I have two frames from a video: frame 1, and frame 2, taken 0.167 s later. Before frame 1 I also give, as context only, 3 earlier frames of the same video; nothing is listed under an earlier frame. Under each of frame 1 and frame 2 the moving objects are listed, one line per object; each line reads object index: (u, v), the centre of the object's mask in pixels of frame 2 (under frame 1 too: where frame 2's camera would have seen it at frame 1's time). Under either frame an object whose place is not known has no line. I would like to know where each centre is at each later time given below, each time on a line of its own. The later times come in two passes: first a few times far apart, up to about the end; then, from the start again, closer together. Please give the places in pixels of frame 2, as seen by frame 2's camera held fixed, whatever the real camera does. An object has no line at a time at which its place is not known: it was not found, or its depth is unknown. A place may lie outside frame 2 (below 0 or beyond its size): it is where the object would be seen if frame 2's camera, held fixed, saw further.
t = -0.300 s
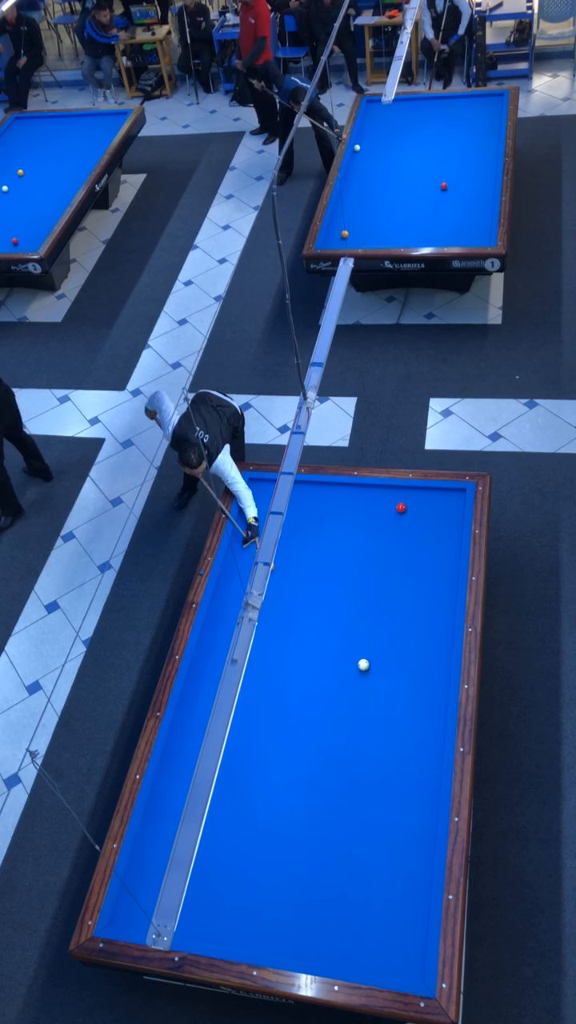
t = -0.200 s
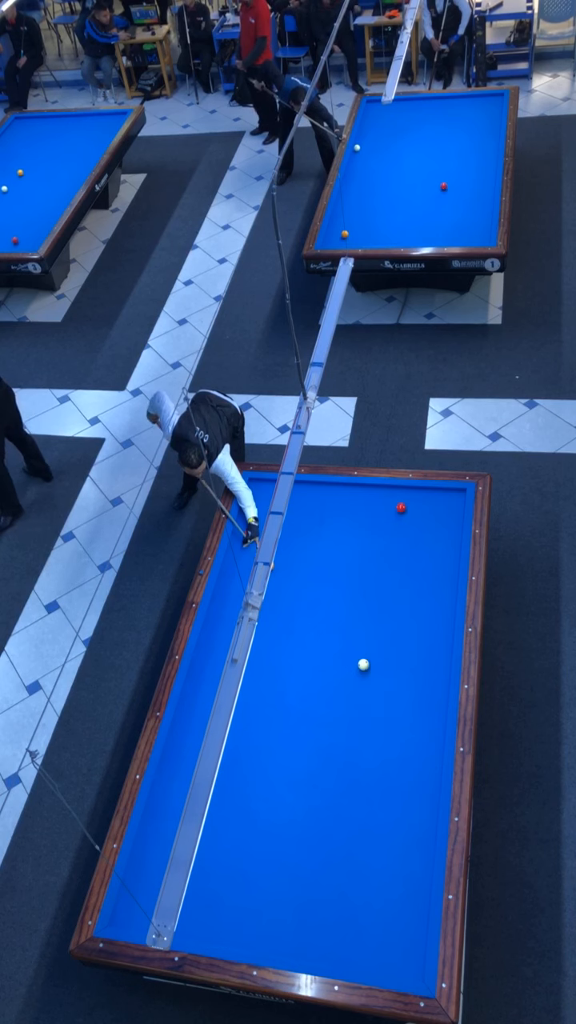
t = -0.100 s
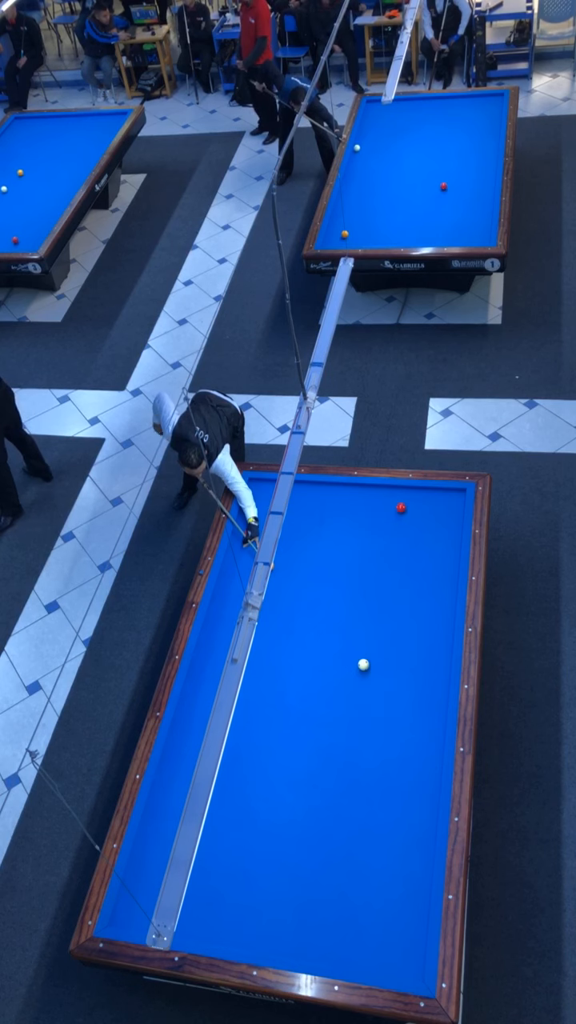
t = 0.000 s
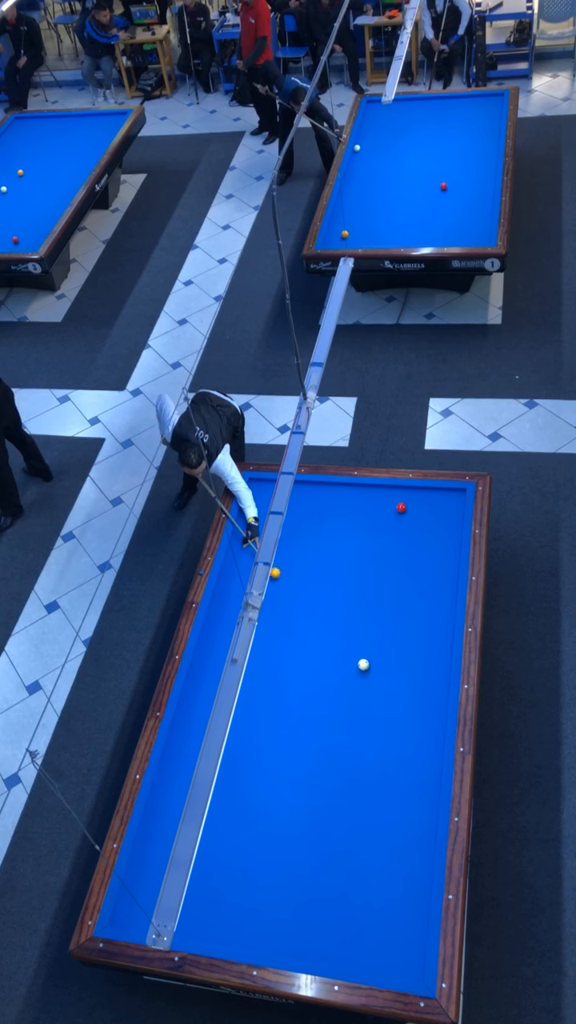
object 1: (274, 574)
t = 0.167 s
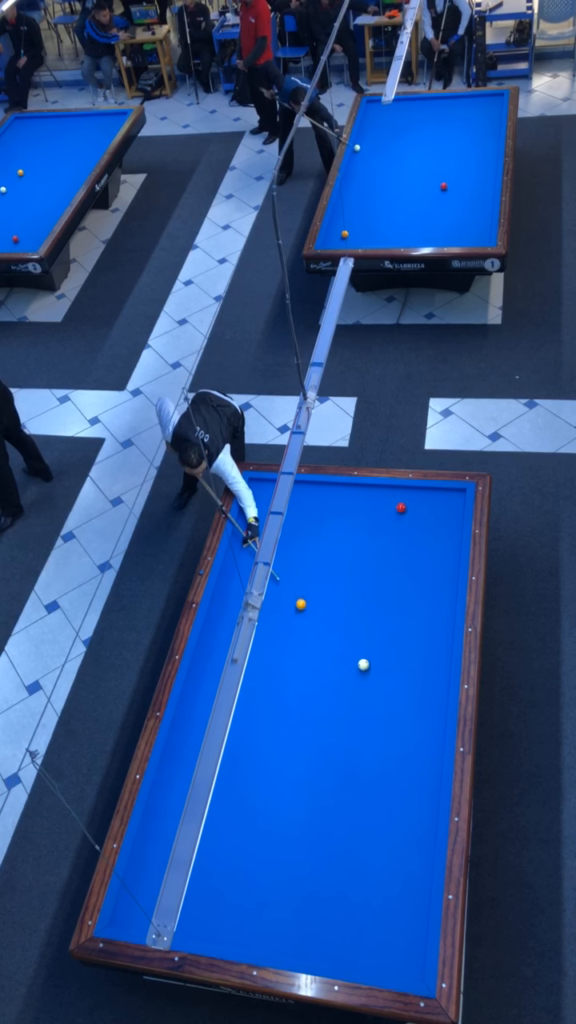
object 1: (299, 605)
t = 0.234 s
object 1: (310, 619)
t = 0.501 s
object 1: (355, 676)
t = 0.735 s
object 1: (387, 735)
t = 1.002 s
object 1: (427, 810)
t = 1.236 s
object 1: (401, 868)
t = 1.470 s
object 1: (369, 928)
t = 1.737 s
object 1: (333, 931)
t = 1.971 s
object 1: (306, 891)
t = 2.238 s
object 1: (276, 848)
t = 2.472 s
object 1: (254, 814)
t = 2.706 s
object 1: (232, 782)
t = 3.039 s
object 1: (201, 739)
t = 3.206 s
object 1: (191, 721)
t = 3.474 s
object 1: (192, 696)
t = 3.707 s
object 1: (211, 677)
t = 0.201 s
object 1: (304, 613)
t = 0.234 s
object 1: (310, 619)
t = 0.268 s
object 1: (316, 626)
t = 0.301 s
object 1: (322, 632)
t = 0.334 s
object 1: (327, 640)
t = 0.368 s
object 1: (333, 647)
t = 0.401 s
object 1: (338, 654)
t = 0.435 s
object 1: (344, 661)
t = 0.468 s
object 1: (351, 668)
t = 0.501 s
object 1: (355, 676)
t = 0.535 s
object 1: (359, 684)
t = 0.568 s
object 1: (364, 692)
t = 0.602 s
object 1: (368, 701)
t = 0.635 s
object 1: (373, 709)
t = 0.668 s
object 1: (377, 718)
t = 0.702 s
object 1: (382, 726)
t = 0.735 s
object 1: (387, 735)
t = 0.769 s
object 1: (392, 744)
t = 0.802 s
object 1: (396, 753)
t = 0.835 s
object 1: (401, 763)
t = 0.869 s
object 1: (407, 772)
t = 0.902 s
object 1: (412, 781)
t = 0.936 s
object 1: (416, 790)
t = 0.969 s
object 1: (422, 800)
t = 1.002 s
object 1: (427, 810)
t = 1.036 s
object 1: (430, 820)
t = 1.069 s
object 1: (425, 827)
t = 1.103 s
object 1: (420, 835)
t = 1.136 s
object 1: (415, 843)
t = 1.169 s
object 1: (410, 851)
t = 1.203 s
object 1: (406, 859)
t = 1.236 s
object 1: (401, 868)
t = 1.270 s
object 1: (397, 876)
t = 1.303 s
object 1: (392, 884)
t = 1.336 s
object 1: (388, 893)
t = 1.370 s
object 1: (383, 902)
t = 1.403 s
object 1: (378, 910)
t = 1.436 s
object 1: (374, 919)
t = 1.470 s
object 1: (369, 928)
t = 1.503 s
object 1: (364, 937)
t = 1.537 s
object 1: (359, 946)
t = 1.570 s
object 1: (354, 955)
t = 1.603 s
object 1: (350, 962)
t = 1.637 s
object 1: (345, 954)
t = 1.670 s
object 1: (341, 946)
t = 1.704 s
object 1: (337, 938)
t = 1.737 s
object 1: (333, 931)
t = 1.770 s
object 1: (329, 925)
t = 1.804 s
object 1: (325, 919)
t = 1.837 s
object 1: (321, 913)
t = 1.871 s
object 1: (317, 907)
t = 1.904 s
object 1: (313, 902)
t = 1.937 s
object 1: (309, 896)
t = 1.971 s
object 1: (306, 891)
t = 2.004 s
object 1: (302, 885)
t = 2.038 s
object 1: (298, 879)
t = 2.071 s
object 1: (294, 874)
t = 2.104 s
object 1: (291, 869)
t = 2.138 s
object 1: (287, 864)
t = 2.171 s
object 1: (284, 859)
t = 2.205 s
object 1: (280, 853)
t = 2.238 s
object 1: (276, 848)
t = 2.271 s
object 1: (273, 843)
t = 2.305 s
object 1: (270, 838)
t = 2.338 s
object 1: (266, 833)
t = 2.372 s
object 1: (263, 829)
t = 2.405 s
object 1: (260, 824)
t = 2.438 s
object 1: (257, 819)
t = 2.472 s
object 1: (254, 814)
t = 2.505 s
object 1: (250, 809)
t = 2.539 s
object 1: (247, 805)
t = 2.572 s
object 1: (244, 801)
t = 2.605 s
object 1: (241, 796)
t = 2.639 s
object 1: (238, 791)
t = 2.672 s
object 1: (235, 787)
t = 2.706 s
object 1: (232, 782)
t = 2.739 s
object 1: (229, 778)
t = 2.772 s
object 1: (226, 774)
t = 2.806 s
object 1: (223, 769)
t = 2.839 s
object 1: (222, 766)
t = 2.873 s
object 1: (221, 761)
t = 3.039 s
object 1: (201, 739)
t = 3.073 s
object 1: (200, 736)
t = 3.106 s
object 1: (199, 733)
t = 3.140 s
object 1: (196, 729)
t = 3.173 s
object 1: (194, 725)
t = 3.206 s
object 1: (191, 721)
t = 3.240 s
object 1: (188, 718)
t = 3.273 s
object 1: (186, 714)
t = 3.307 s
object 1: (183, 710)
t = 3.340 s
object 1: (181, 707)
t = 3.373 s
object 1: (184, 704)
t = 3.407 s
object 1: (187, 701)
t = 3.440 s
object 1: (189, 699)
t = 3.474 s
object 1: (192, 696)
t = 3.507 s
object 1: (195, 693)
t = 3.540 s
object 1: (197, 691)
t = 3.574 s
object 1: (200, 688)
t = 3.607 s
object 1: (203, 685)
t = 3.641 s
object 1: (205, 682)
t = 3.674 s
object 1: (208, 680)
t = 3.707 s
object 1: (211, 677)
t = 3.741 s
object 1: (213, 675)
